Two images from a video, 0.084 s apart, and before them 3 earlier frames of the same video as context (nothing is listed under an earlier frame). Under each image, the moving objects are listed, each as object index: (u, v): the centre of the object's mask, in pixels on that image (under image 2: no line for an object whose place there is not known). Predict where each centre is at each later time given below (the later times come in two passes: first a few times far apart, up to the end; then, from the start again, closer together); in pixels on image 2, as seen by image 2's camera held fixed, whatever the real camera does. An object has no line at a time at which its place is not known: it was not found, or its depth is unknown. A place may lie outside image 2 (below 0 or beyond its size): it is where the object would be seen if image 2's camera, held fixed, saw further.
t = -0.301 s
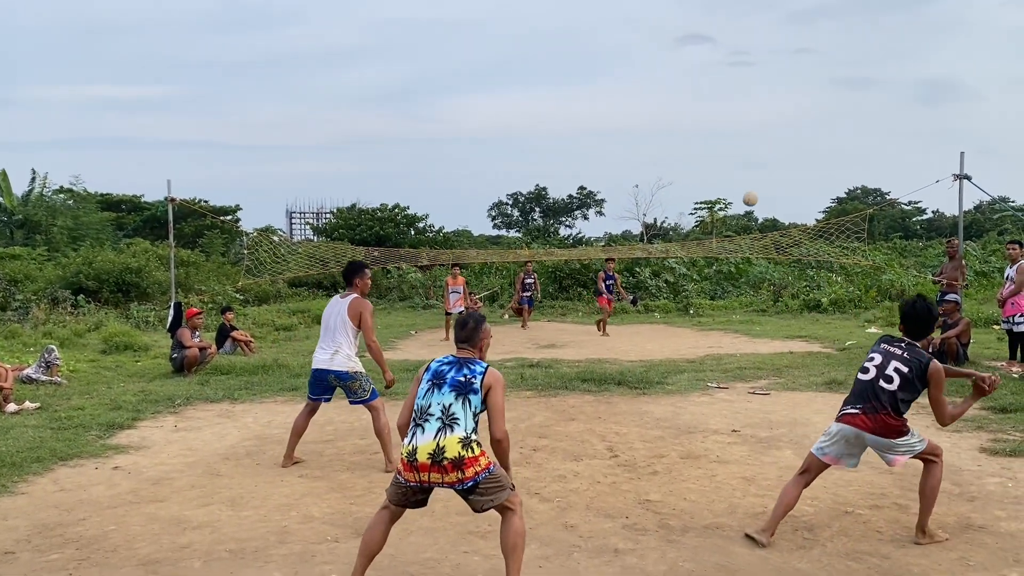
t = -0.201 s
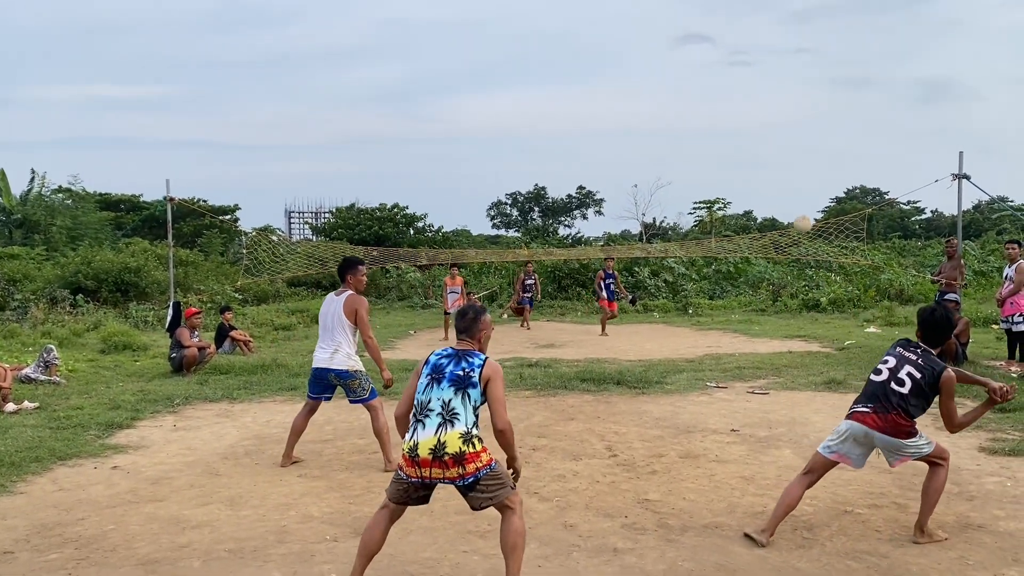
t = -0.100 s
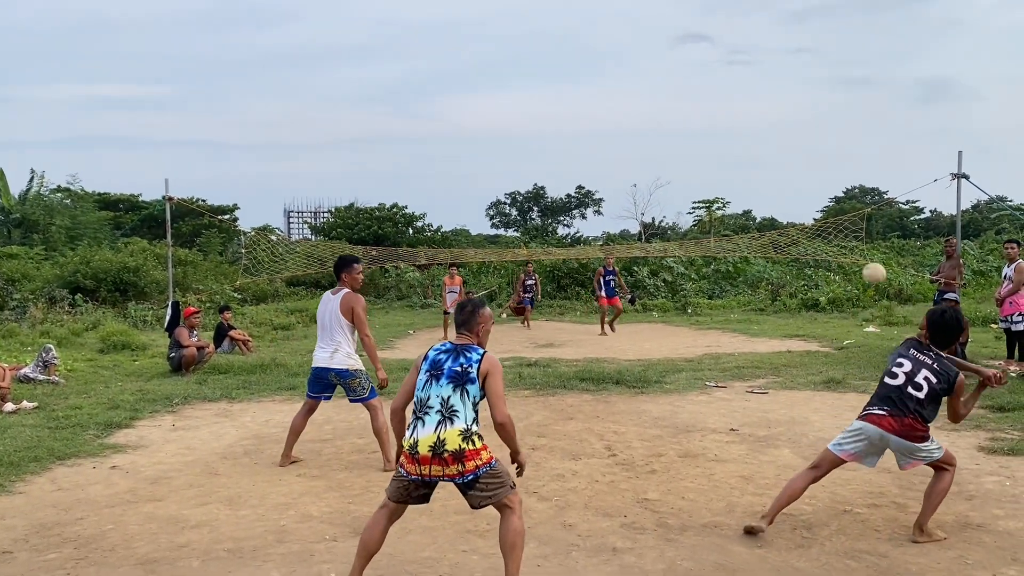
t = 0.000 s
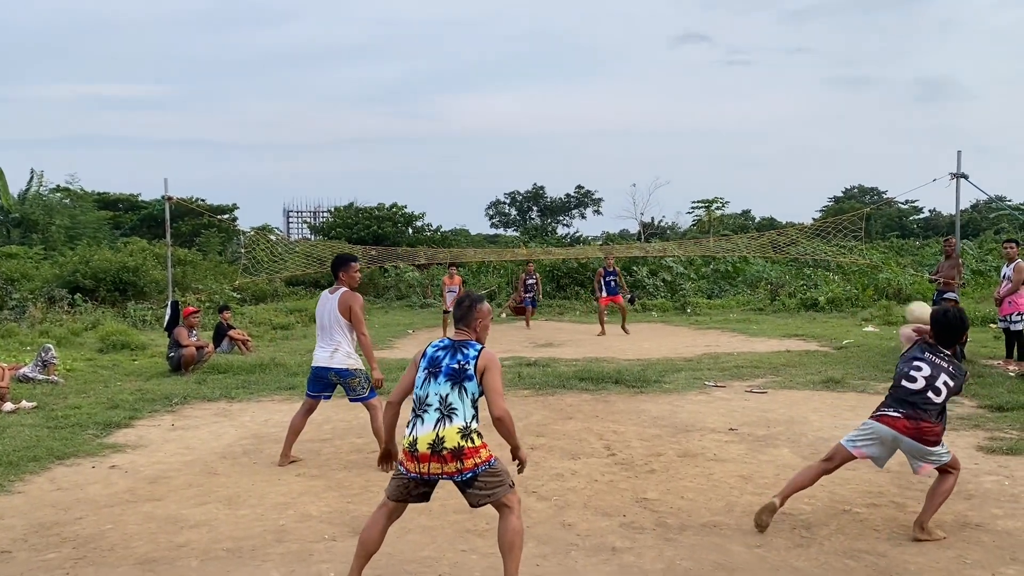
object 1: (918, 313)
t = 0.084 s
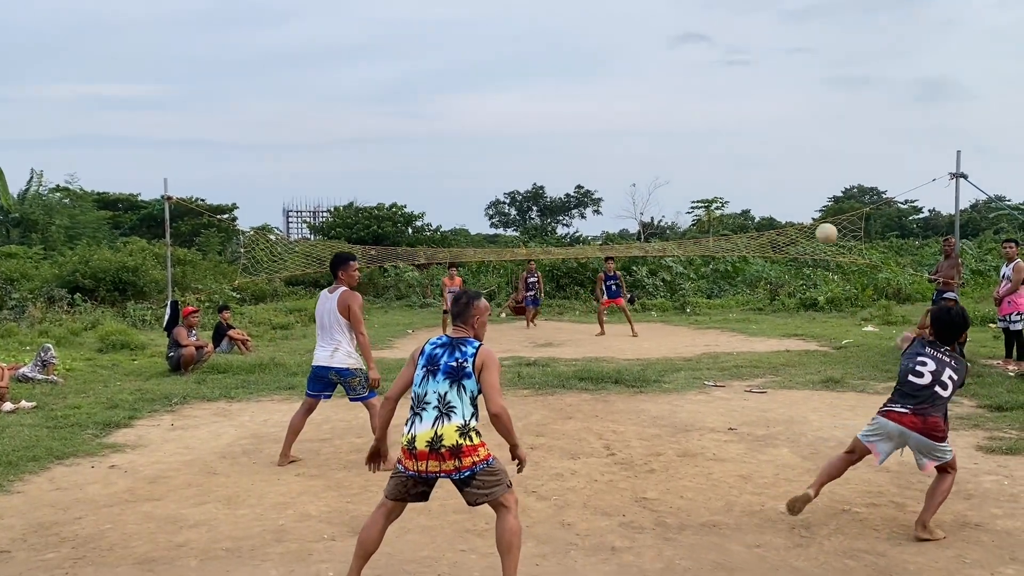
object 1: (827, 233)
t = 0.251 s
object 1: (710, 155)
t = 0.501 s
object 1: (616, 129)
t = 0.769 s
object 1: (558, 153)
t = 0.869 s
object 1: (542, 170)
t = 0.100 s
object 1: (811, 221)
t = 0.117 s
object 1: (797, 211)
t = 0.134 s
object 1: (784, 201)
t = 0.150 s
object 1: (771, 192)
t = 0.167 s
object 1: (759, 185)
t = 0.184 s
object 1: (748, 178)
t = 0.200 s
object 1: (738, 171)
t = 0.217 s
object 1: (728, 165)
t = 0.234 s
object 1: (719, 160)
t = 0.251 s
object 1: (710, 155)
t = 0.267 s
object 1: (702, 151)
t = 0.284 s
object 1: (694, 147)
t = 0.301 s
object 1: (686, 144)
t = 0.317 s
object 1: (679, 141)
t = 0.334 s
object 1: (672, 138)
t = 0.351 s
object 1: (666, 136)
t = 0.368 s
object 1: (659, 134)
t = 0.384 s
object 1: (653, 132)
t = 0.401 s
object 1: (647, 131)
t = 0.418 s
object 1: (641, 130)
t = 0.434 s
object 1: (636, 129)
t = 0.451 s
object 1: (631, 129)
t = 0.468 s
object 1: (626, 129)
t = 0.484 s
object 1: (621, 129)
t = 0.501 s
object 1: (616, 129)
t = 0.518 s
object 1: (611, 129)
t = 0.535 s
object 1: (607, 130)
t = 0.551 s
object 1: (603, 130)
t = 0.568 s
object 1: (599, 131)
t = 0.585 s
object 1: (595, 132)
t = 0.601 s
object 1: (591, 133)
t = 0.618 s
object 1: (587, 135)
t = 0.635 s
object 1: (584, 136)
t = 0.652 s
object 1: (580, 138)
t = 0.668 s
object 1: (577, 140)
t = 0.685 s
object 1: (574, 142)
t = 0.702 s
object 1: (570, 144)
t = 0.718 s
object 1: (567, 146)
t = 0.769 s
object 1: (558, 153)
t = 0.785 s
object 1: (555, 156)
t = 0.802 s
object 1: (552, 159)
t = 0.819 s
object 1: (550, 162)
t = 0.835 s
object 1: (547, 164)
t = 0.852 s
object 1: (545, 167)
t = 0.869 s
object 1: (542, 170)
